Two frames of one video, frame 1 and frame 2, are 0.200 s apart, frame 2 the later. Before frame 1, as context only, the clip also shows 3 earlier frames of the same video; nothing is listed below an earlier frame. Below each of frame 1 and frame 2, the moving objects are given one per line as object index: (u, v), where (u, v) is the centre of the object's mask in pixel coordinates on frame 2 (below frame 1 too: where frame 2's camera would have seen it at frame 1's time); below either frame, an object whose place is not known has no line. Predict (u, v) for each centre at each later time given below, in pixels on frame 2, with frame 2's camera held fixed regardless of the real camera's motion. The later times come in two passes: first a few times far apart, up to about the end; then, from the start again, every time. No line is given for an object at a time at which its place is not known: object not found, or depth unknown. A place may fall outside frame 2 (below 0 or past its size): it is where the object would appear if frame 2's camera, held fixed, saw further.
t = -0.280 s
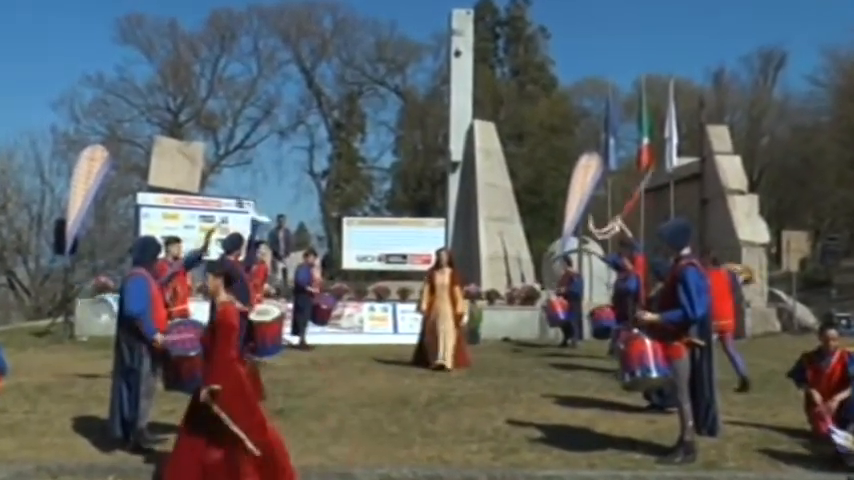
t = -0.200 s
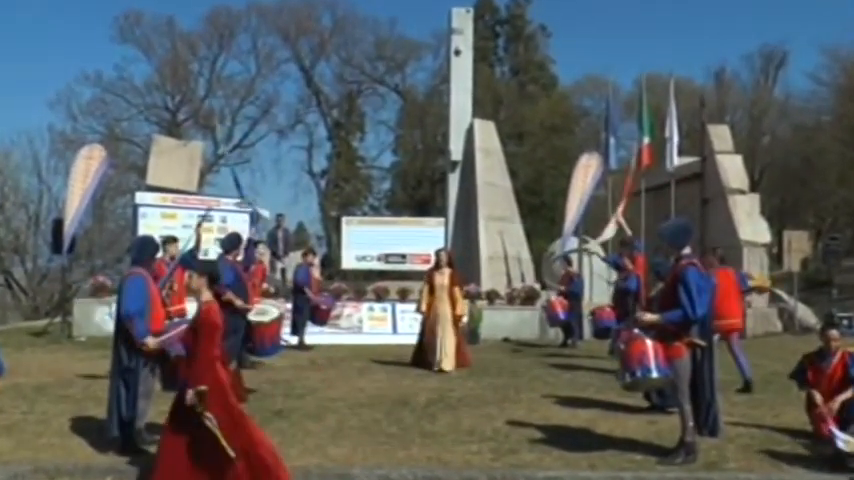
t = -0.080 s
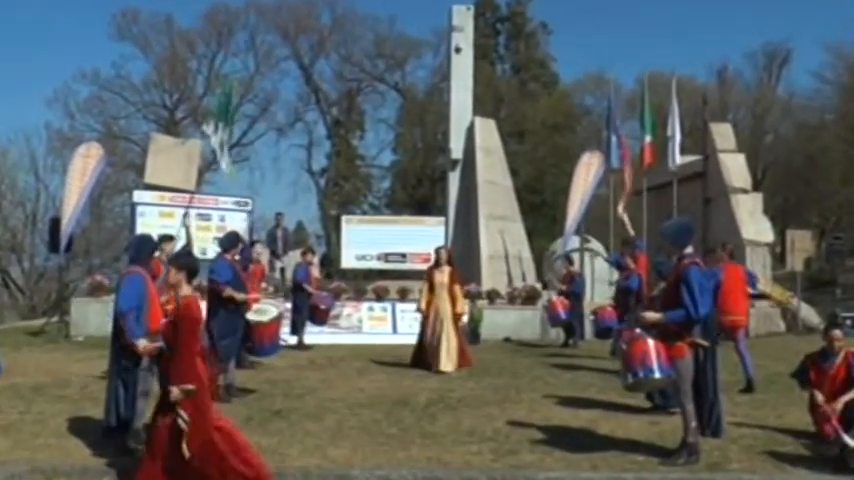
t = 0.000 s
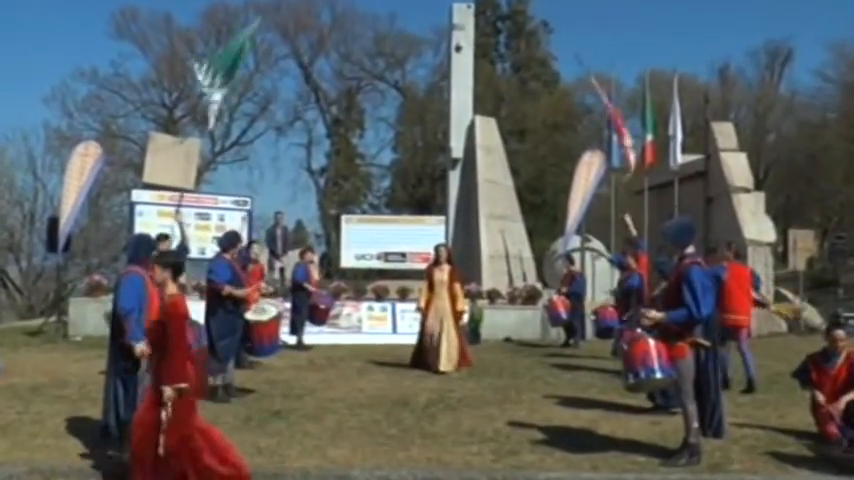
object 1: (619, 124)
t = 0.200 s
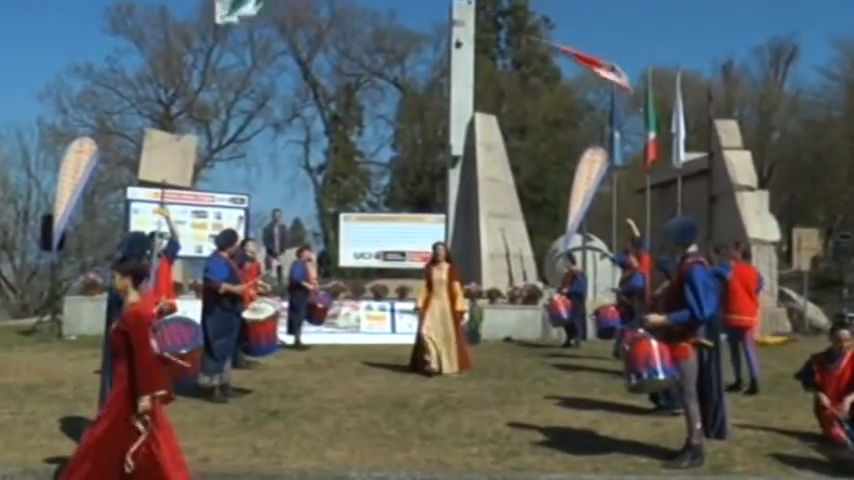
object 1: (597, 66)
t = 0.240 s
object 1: (585, 54)
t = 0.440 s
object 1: (528, 20)
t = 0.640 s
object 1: (468, 32)
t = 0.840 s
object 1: (397, 78)
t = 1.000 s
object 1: (347, 134)
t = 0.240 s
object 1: (585, 54)
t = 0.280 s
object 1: (578, 45)
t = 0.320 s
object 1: (567, 36)
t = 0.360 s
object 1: (550, 29)
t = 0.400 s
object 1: (540, 24)
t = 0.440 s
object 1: (528, 20)
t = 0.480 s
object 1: (513, 20)
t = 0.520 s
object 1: (501, 21)
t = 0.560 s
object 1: (490, 23)
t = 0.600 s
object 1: (480, 27)
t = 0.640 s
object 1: (468, 32)
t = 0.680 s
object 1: (449, 39)
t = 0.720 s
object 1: (437, 46)
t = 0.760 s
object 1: (426, 53)
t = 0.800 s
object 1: (416, 61)
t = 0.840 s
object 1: (397, 78)
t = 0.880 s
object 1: (386, 89)
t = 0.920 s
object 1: (374, 100)
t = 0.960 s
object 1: (360, 116)
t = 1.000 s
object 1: (347, 134)
